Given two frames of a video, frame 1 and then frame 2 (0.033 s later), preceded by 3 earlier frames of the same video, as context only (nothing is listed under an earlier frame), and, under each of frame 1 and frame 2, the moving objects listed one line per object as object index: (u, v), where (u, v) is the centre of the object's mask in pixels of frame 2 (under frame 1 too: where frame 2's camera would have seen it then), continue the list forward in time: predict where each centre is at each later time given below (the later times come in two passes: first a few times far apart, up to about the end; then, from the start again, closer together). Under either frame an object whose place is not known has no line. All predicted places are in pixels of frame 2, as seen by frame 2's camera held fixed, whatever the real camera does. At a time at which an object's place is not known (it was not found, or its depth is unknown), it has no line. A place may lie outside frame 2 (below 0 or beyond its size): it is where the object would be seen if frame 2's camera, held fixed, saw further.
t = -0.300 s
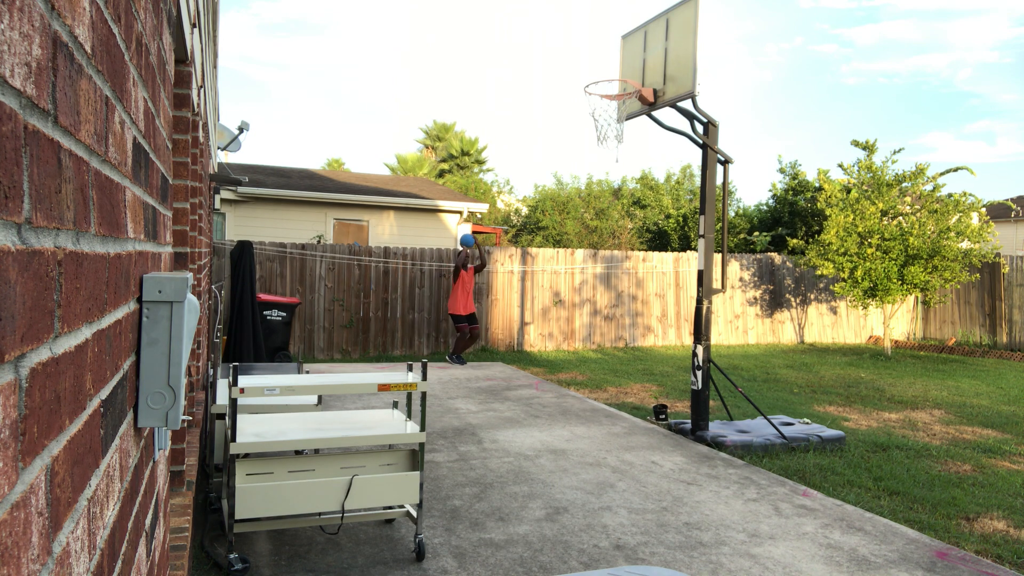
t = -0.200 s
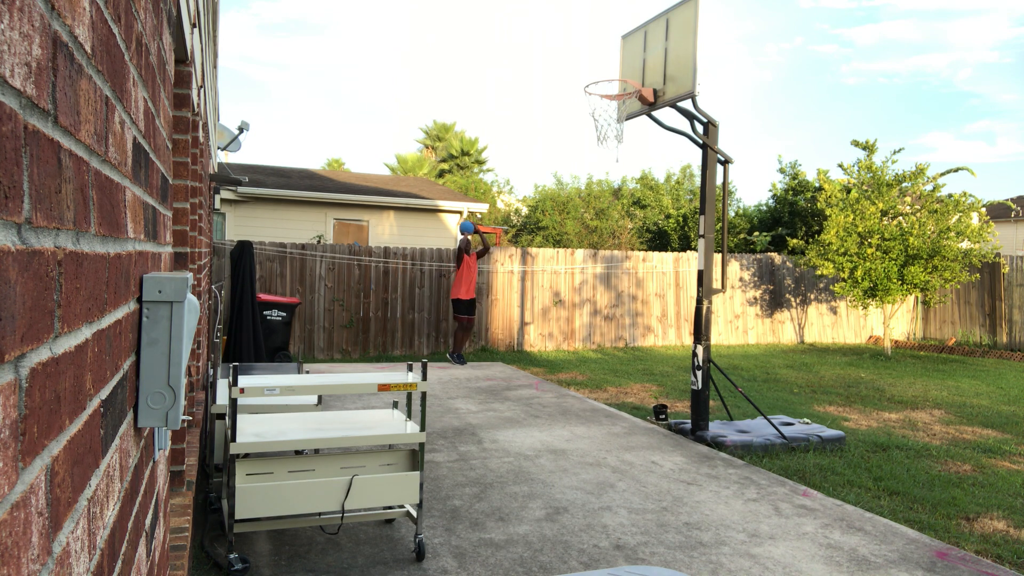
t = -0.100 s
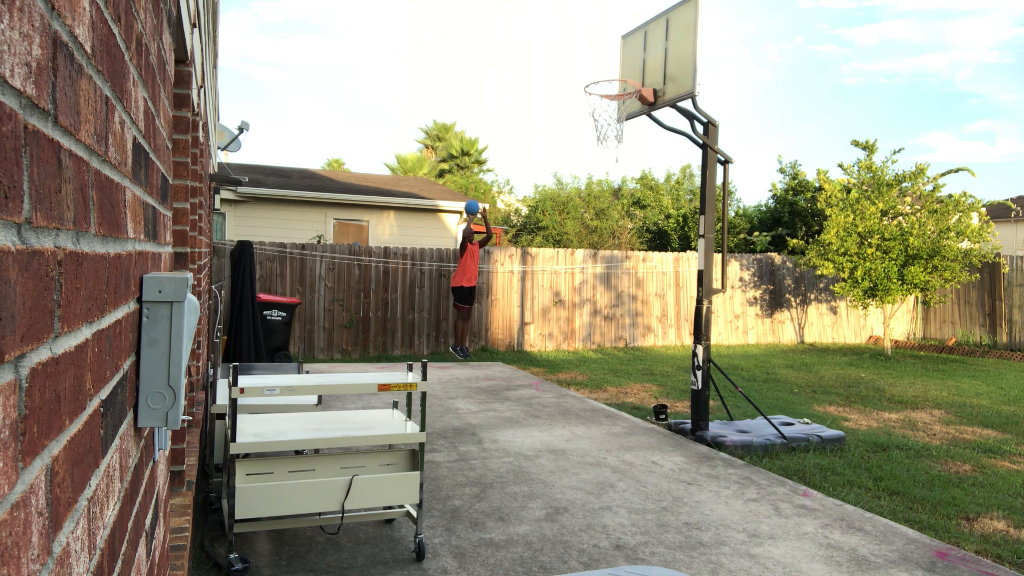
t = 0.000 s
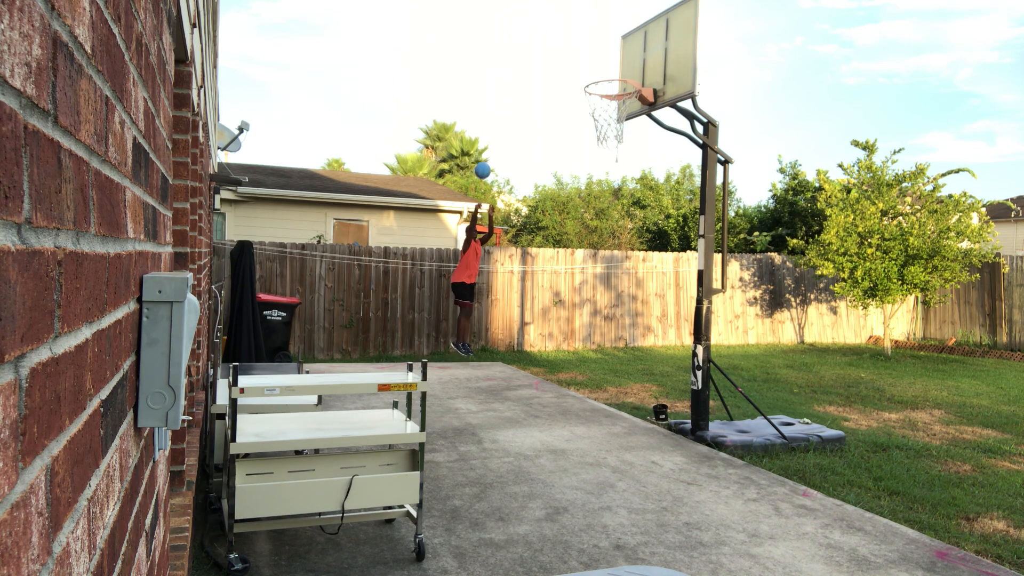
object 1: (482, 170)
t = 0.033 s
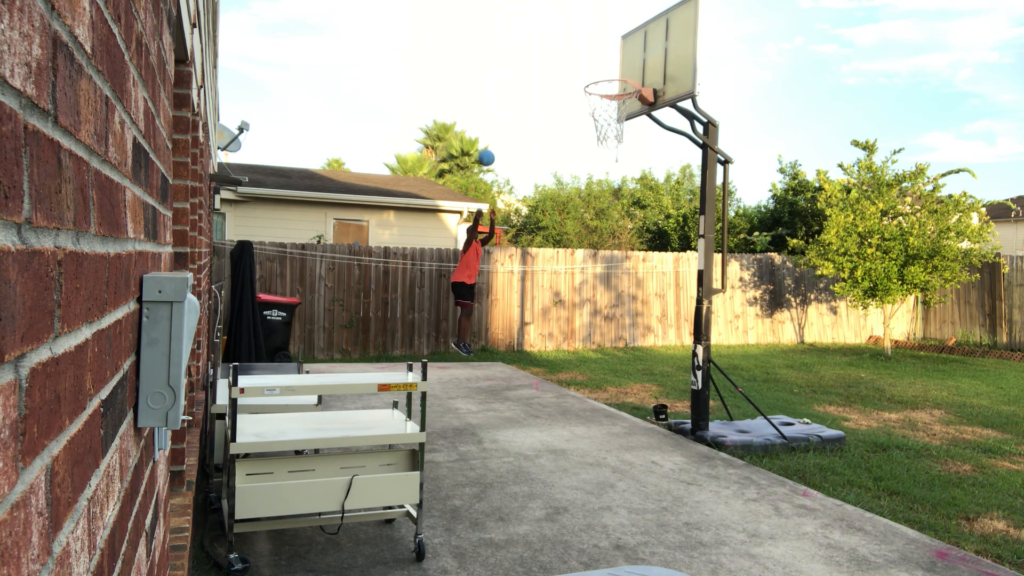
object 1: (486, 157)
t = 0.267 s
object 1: (517, 85)
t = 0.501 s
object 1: (553, 47)
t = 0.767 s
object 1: (601, 67)
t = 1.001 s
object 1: (633, 40)
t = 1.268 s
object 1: (661, 39)
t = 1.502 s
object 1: (684, 111)
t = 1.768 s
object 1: (707, 281)
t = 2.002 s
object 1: (730, 440)
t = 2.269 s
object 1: (781, 244)
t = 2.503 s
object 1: (823, 156)
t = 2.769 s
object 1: (867, 157)
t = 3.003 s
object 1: (904, 253)
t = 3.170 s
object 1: (927, 379)
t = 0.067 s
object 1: (491, 145)
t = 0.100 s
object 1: (495, 134)
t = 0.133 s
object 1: (499, 123)
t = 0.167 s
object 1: (504, 112)
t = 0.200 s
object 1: (508, 103)
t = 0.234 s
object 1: (513, 93)
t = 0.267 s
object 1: (517, 85)
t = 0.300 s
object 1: (522, 77)
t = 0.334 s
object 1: (527, 70)
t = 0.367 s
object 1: (532, 63)
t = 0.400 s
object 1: (537, 58)
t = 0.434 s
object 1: (543, 53)
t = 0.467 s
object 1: (548, 50)
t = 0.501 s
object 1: (553, 47)
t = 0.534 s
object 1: (559, 46)
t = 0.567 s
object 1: (565, 45)
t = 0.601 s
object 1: (570, 46)
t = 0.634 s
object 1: (576, 47)
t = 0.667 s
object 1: (582, 50)
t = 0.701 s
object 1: (588, 54)
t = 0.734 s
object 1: (595, 60)
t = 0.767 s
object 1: (601, 67)
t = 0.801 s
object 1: (608, 75)
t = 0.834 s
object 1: (614, 82)
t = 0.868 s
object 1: (618, 70)
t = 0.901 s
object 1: (621, 62)
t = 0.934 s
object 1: (625, 53)
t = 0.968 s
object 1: (629, 46)
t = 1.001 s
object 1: (633, 40)
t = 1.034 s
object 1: (636, 36)
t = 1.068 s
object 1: (639, 32)
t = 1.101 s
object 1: (643, 30)
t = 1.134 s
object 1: (647, 29)
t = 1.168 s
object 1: (650, 29)
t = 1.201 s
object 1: (654, 31)
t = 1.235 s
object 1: (657, 34)
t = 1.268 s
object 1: (661, 39)
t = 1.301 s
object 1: (664, 45)
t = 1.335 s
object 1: (668, 52)
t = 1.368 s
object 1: (671, 61)
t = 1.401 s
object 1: (675, 71)
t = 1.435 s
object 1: (678, 83)
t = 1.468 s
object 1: (681, 96)
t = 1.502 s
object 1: (684, 111)
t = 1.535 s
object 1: (687, 127)
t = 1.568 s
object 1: (690, 145)
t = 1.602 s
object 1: (693, 164)
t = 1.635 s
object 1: (696, 184)
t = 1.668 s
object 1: (699, 206)
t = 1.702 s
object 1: (701, 229)
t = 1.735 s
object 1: (704, 254)
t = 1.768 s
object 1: (707, 281)
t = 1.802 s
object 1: (709, 308)
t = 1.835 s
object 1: (712, 338)
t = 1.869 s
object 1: (715, 368)
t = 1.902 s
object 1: (718, 401)
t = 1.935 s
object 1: (721, 435)
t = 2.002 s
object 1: (730, 440)
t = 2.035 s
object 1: (736, 410)
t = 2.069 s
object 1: (743, 382)
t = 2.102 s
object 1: (749, 356)
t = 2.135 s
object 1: (755, 330)
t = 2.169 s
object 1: (762, 306)
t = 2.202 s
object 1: (768, 283)
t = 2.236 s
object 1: (775, 263)
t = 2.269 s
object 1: (781, 244)
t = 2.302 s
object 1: (787, 227)
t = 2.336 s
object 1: (793, 211)
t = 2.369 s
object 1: (800, 197)
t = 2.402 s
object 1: (805, 184)
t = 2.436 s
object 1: (811, 173)
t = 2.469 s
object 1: (817, 164)
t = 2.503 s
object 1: (823, 156)
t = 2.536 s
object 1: (828, 150)
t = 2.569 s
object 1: (834, 146)
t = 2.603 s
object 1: (839, 143)
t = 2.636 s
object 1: (845, 142)
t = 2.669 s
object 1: (850, 143)
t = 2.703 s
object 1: (856, 146)
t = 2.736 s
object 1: (861, 150)
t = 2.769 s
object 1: (867, 157)
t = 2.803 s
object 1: (872, 165)
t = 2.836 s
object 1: (877, 175)
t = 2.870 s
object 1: (883, 186)
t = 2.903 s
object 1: (888, 200)
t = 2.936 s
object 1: (893, 216)
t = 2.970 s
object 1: (898, 233)
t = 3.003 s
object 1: (904, 253)
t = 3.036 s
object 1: (909, 274)
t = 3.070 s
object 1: (914, 298)
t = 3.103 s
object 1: (918, 323)
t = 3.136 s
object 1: (923, 351)
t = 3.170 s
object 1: (927, 379)
